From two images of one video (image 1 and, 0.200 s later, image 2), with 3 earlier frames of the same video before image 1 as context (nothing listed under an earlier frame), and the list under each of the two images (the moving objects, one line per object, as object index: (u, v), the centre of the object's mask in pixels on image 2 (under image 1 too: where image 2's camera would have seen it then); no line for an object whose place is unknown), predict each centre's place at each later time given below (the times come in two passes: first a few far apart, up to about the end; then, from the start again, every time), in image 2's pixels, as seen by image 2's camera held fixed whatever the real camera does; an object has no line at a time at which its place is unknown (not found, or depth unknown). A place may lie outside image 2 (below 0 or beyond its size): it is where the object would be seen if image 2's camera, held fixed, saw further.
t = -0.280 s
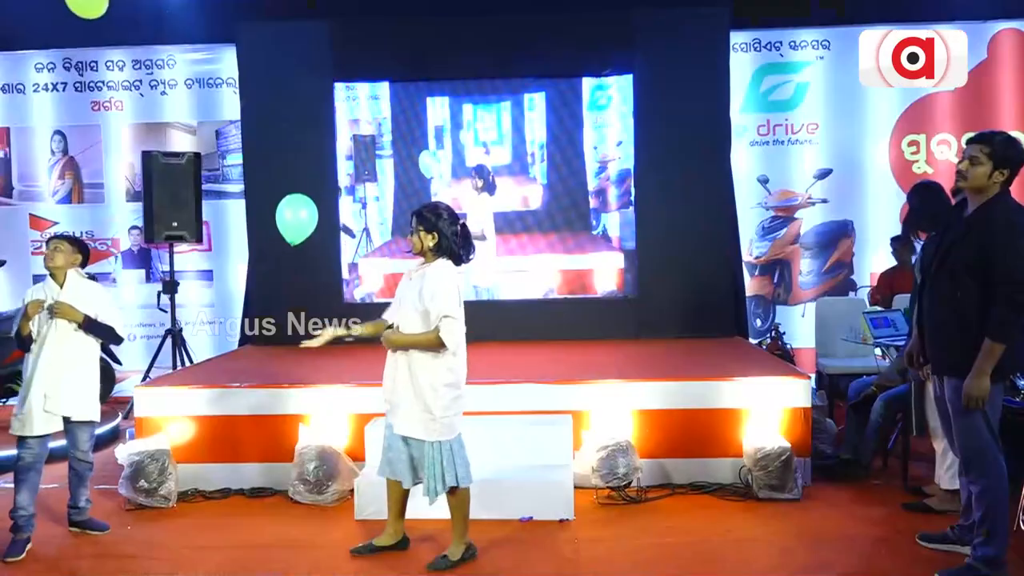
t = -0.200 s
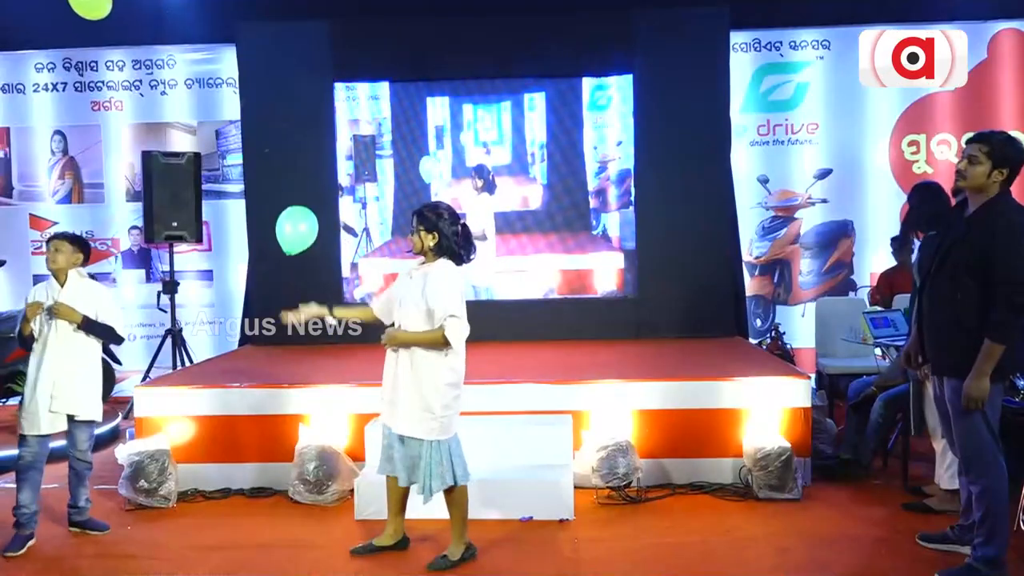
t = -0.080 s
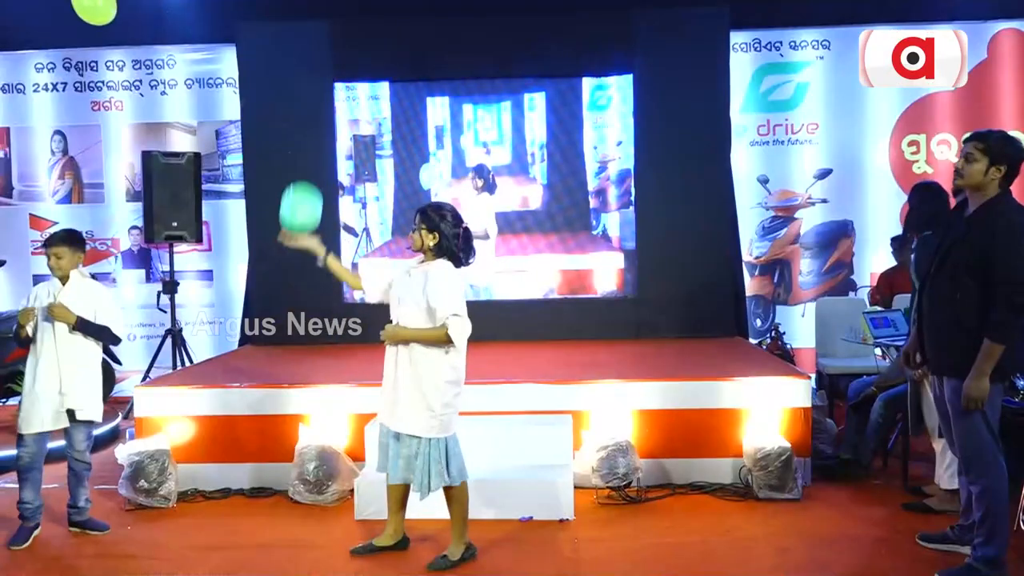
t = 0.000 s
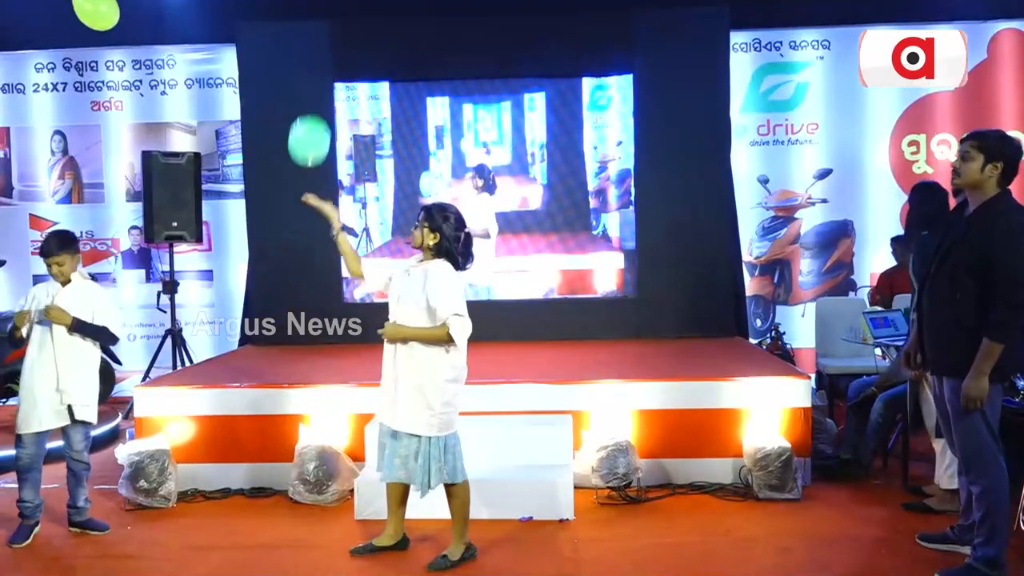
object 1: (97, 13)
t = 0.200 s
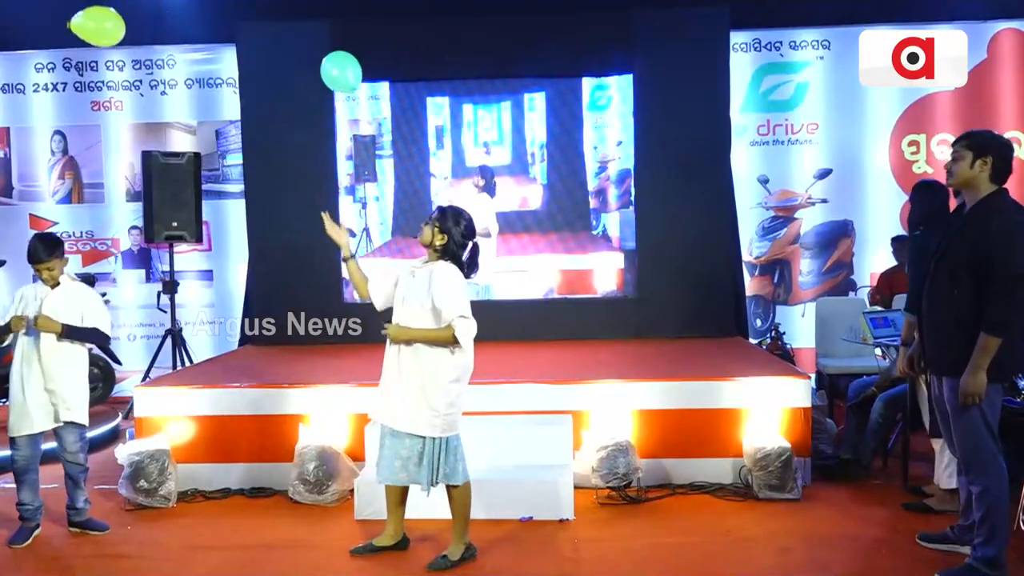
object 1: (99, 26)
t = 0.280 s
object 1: (99, 35)
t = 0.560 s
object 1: (101, 81)
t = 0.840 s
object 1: (113, 135)
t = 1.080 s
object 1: (132, 172)
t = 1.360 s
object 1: (150, 206)
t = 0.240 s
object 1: (99, 31)
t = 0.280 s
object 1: (99, 35)
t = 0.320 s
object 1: (100, 41)
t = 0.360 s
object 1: (100, 46)
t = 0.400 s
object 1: (100, 52)
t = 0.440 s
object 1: (100, 59)
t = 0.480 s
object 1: (100, 66)
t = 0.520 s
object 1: (100, 74)
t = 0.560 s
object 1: (101, 81)
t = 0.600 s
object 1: (102, 89)
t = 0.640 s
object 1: (103, 97)
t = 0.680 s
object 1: (105, 105)
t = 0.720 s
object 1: (106, 113)
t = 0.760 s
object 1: (108, 121)
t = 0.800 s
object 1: (111, 128)
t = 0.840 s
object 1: (113, 135)
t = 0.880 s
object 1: (116, 142)
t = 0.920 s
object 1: (119, 149)
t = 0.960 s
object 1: (122, 154)
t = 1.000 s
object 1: (125, 161)
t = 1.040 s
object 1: (128, 167)
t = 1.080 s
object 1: (132, 172)
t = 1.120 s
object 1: (135, 177)
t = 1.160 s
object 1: (137, 182)
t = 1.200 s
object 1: (140, 187)
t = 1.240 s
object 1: (143, 191)
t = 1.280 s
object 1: (145, 196)
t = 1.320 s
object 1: (147, 201)
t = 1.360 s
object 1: (150, 206)
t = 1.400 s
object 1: (152, 211)
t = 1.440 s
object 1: (155, 216)
